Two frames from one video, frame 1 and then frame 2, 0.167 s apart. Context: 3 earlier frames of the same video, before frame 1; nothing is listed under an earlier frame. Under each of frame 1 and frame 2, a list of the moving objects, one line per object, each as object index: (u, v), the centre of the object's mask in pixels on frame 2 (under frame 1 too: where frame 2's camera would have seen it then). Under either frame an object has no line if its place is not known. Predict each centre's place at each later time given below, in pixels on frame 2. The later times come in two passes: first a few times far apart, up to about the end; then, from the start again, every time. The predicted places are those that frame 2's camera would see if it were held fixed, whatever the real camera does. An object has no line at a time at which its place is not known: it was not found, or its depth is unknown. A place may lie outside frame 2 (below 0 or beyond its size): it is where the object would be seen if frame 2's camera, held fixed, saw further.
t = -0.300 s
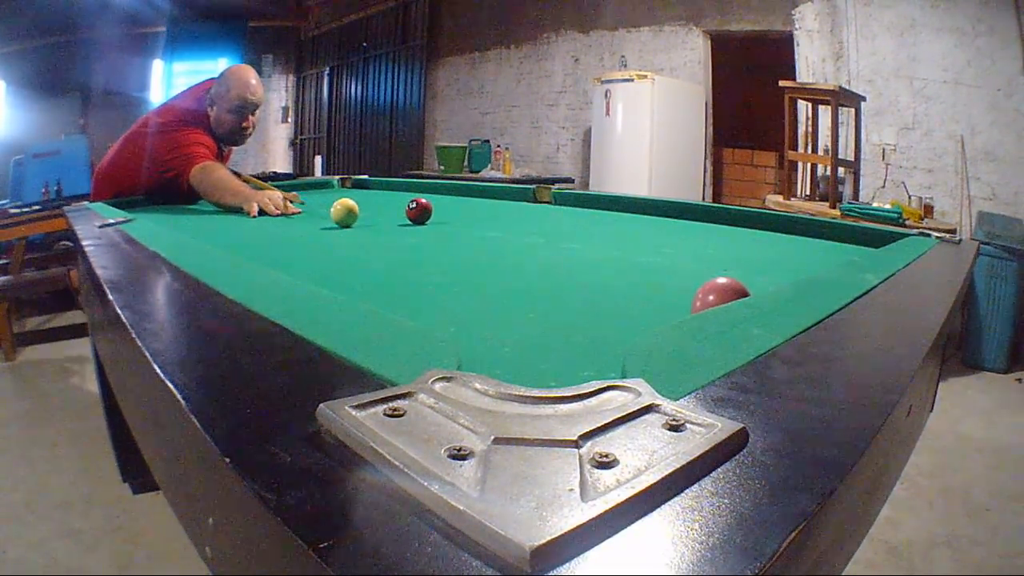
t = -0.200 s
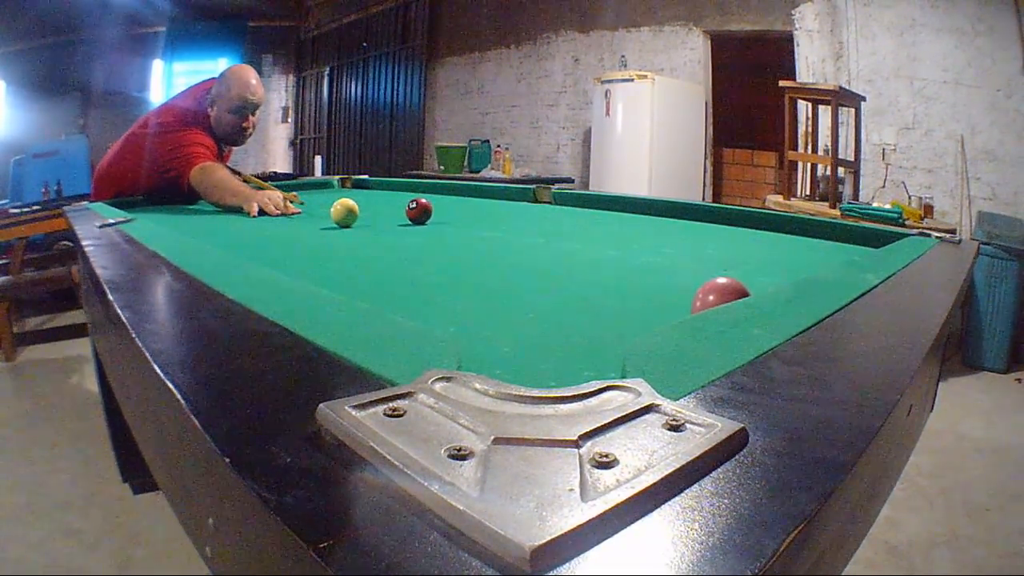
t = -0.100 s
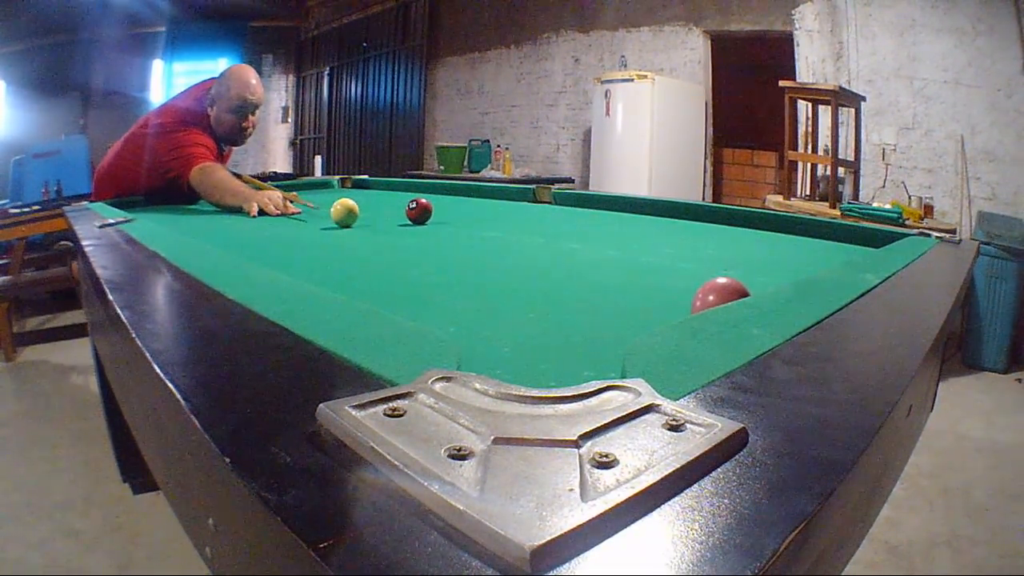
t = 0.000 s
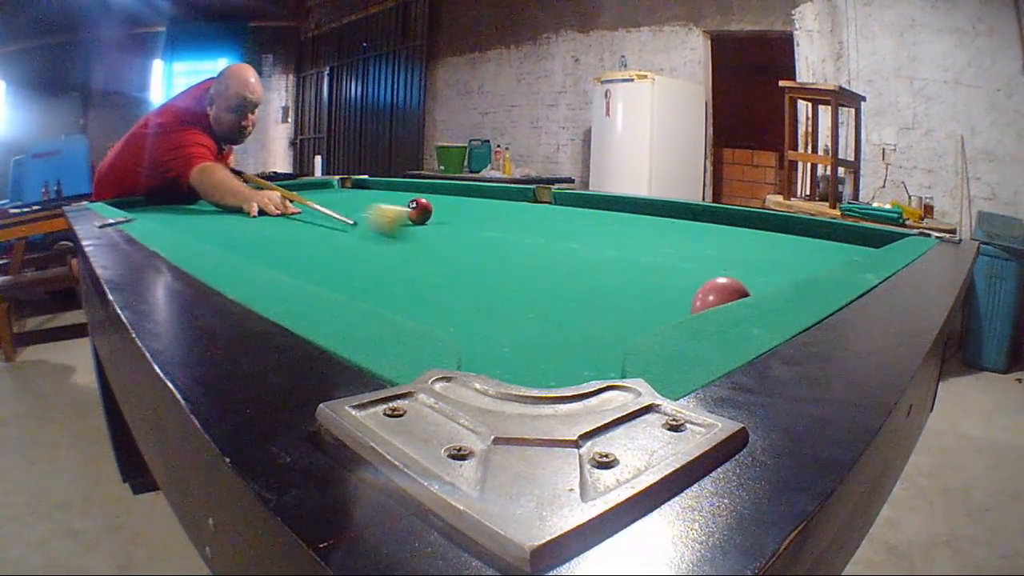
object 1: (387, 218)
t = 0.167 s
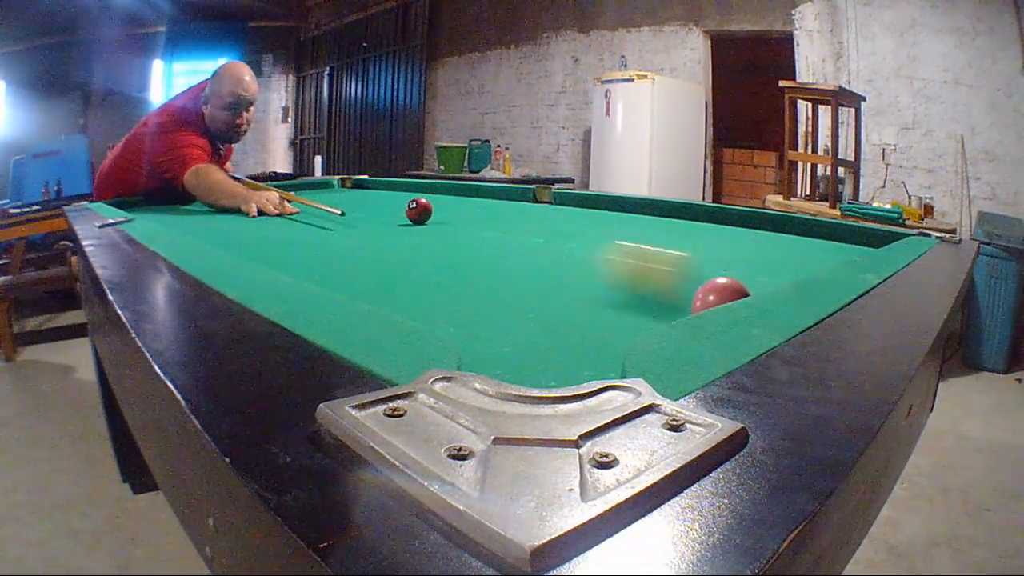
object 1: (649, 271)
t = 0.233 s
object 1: (720, 277)
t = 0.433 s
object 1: (445, 256)
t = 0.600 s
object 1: (304, 243)
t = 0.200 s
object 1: (718, 274)
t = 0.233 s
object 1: (720, 277)
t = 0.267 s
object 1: (660, 281)
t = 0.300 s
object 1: (612, 275)
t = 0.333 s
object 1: (564, 269)
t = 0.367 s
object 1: (520, 264)
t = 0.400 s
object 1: (480, 259)
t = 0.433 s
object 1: (445, 256)
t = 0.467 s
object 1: (412, 253)
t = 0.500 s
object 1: (381, 251)
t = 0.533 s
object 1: (355, 249)
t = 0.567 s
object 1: (327, 245)
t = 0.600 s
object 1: (304, 243)
